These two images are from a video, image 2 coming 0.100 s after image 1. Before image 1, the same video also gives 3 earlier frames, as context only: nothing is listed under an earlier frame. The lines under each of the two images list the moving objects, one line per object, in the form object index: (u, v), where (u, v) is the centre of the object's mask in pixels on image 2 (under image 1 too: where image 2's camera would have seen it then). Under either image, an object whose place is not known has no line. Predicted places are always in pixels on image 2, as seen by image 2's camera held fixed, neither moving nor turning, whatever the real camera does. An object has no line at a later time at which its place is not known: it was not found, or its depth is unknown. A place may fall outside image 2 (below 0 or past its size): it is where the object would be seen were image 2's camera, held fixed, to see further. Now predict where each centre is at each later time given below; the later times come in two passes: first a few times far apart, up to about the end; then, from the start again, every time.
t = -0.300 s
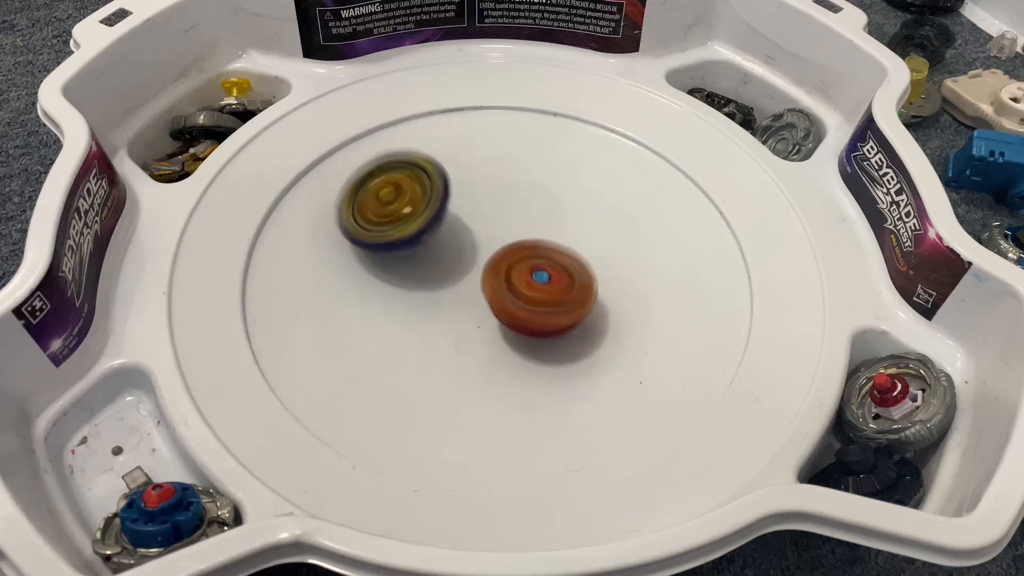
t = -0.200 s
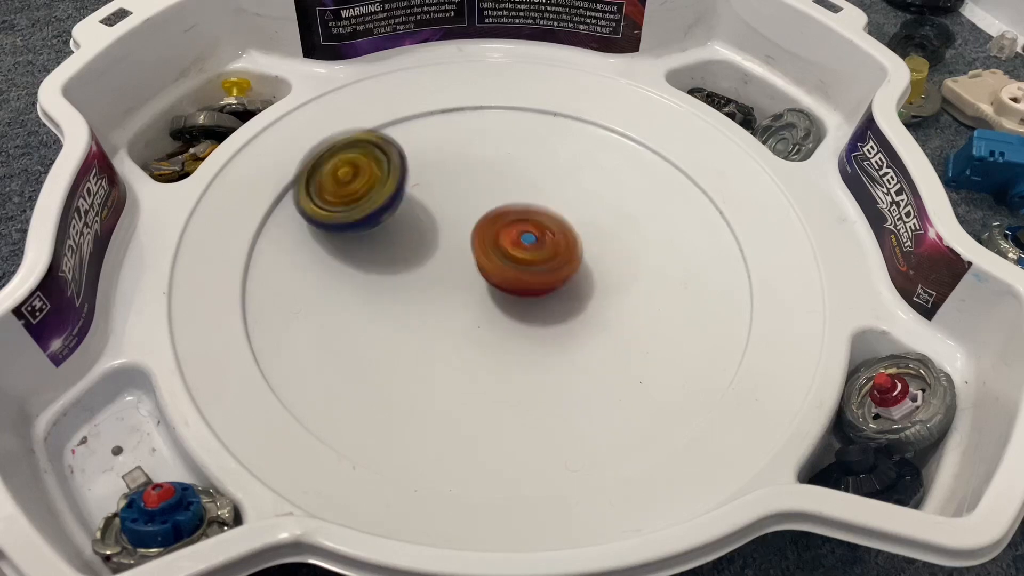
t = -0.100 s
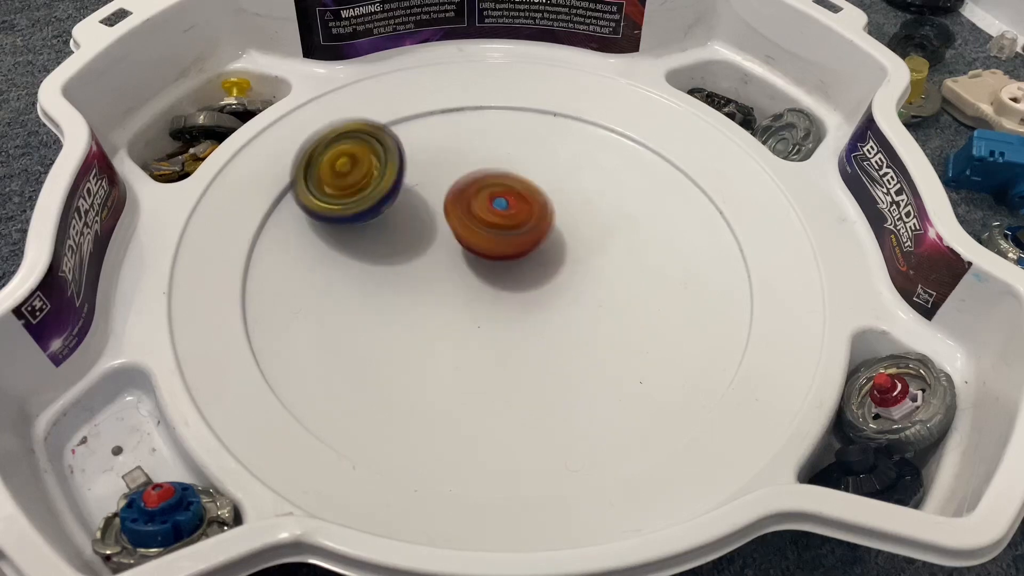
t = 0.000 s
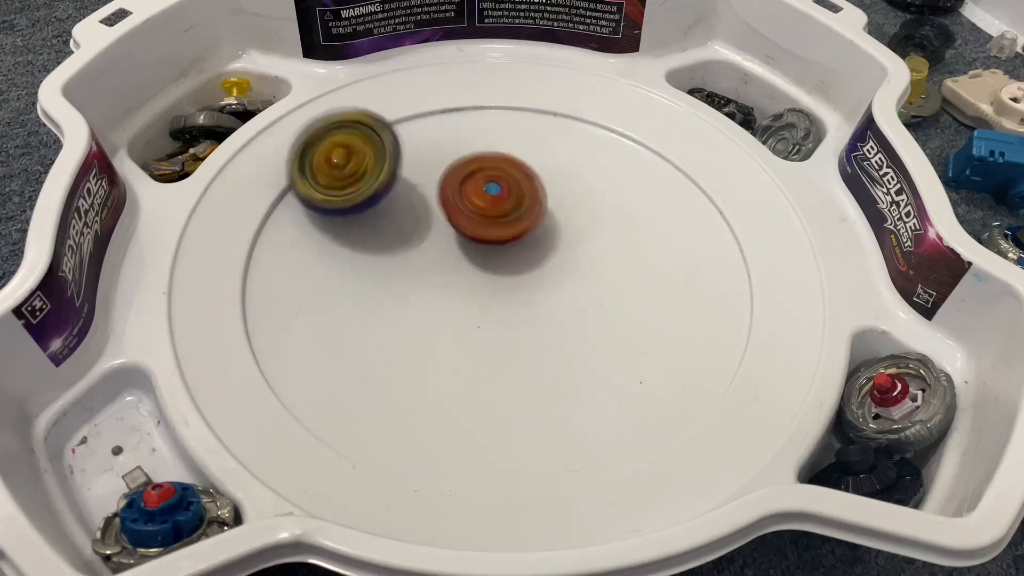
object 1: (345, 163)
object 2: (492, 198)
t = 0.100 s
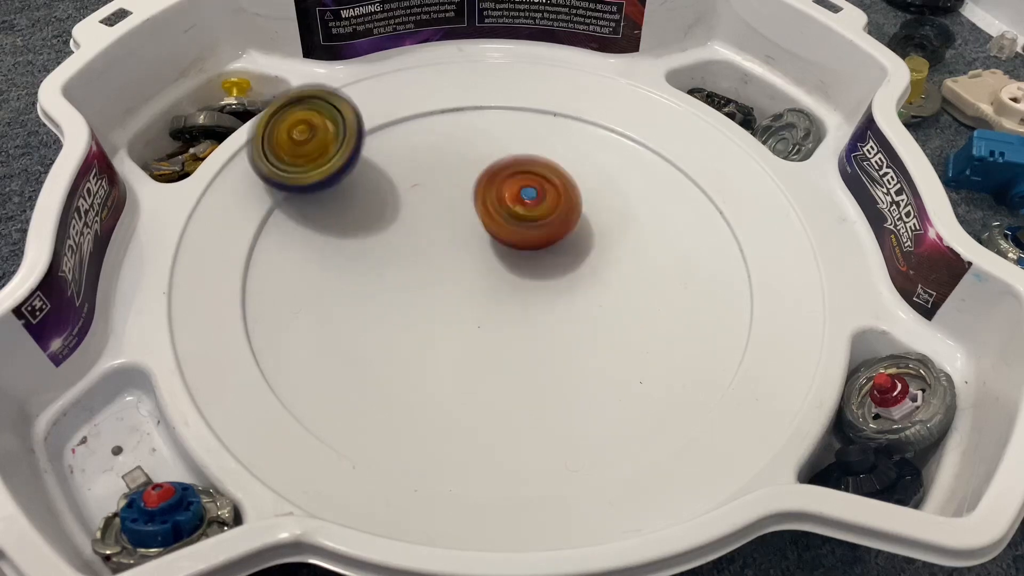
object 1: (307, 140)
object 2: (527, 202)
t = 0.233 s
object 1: (337, 146)
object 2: (541, 190)
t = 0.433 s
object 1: (413, 199)
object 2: (567, 179)
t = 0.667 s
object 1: (366, 266)
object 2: (586, 179)
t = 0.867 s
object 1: (349, 272)
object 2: (569, 225)
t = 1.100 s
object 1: (394, 245)
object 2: (567, 296)
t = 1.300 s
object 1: (431, 236)
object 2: (582, 337)
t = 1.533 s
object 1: (438, 266)
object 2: (579, 337)
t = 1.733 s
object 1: (423, 263)
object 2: (529, 333)
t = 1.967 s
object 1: (446, 212)
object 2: (478, 350)
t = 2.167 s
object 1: (489, 212)
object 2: (446, 343)
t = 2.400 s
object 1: (516, 236)
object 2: (421, 313)
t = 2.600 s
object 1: (529, 245)
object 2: (411, 274)
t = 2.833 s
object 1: (537, 238)
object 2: (402, 237)
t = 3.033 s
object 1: (536, 257)
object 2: (419, 223)
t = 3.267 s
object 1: (536, 276)
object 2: (440, 217)
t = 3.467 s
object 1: (539, 285)
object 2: (442, 215)
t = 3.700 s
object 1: (533, 300)
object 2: (468, 223)
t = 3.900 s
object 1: (538, 316)
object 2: (495, 216)
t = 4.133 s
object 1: (506, 326)
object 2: (521, 205)
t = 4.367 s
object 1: (486, 324)
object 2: (512, 206)
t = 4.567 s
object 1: (477, 321)
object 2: (511, 231)
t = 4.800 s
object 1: (472, 334)
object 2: (526, 236)
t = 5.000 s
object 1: (471, 328)
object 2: (527, 247)
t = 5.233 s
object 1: (456, 328)
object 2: (528, 241)
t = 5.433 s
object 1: (422, 337)
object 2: (536, 226)
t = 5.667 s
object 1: (422, 316)
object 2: (506, 227)
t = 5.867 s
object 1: (417, 310)
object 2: (508, 244)
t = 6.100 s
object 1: (413, 306)
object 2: (524, 249)
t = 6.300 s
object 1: (417, 297)
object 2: (528, 255)
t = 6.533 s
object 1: (417, 287)
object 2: (533, 253)
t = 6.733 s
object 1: (407, 280)
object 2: (548, 244)
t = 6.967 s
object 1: (412, 273)
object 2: (547, 234)
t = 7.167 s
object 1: (407, 276)
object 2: (548, 227)
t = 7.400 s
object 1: (387, 284)
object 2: (538, 240)
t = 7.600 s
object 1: (401, 279)
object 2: (535, 256)
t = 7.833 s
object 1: (395, 269)
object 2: (550, 276)
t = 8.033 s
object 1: (411, 255)
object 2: (542, 280)
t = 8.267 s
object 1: (379, 228)
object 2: (574, 290)
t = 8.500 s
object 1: (383, 217)
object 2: (565, 279)
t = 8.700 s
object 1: (399, 218)
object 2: (514, 272)
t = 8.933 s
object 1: (402, 204)
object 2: (483, 282)
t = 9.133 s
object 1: (407, 189)
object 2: (472, 296)
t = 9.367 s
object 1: (427, 185)
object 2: (476, 302)
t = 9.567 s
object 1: (446, 191)
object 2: (480, 289)
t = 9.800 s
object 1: (458, 176)
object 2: (496, 293)
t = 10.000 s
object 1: (474, 174)
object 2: (505, 291)
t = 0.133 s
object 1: (306, 137)
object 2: (533, 201)
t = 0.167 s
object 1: (312, 139)
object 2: (537, 198)
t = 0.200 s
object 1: (321, 142)
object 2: (540, 195)
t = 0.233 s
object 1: (337, 146)
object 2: (541, 190)
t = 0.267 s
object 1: (356, 152)
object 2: (542, 187)
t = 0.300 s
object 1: (378, 159)
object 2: (540, 184)
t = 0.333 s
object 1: (401, 167)
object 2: (538, 182)
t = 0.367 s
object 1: (425, 175)
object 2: (535, 183)
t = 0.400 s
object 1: (422, 188)
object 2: (551, 179)
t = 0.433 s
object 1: (413, 199)
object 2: (567, 179)
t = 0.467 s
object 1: (404, 213)
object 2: (578, 178)
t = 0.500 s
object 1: (397, 223)
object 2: (583, 177)
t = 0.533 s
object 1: (388, 234)
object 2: (587, 176)
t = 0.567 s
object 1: (383, 246)
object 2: (588, 176)
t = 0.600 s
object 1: (376, 252)
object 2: (588, 176)
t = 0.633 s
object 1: (370, 261)
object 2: (588, 177)
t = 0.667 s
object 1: (366, 266)
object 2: (586, 179)
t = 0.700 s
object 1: (360, 270)
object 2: (584, 183)
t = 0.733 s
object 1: (358, 273)
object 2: (581, 190)
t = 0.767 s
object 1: (355, 274)
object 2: (578, 197)
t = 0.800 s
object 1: (351, 275)
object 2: (575, 206)
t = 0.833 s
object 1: (351, 274)
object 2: (572, 215)
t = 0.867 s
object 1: (349, 272)
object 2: (569, 225)
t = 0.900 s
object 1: (349, 270)
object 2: (568, 235)
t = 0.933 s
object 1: (354, 268)
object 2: (565, 246)
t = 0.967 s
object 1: (359, 263)
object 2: (564, 257)
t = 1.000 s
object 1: (365, 259)
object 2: (564, 268)
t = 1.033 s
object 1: (376, 255)
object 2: (563, 278)
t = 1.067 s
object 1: (385, 250)
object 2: (565, 287)
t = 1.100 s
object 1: (394, 245)
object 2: (567, 296)
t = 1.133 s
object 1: (404, 241)
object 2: (568, 305)
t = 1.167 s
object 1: (413, 238)
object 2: (571, 313)
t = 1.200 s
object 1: (419, 235)
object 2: (574, 320)
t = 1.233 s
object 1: (424, 234)
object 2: (576, 326)
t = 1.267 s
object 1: (429, 234)
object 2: (579, 332)
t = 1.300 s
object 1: (431, 236)
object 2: (582, 337)
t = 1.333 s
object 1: (432, 240)
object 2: (585, 340)
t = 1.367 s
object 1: (434, 245)
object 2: (587, 342)
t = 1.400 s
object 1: (434, 250)
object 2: (589, 343)
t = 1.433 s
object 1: (434, 255)
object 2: (589, 342)
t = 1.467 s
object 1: (435, 259)
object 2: (588, 342)
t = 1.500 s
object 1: (437, 263)
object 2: (584, 340)
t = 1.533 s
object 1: (438, 266)
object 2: (579, 337)
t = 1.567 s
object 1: (439, 271)
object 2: (571, 335)
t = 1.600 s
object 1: (441, 275)
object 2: (561, 332)
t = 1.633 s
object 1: (443, 277)
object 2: (549, 329)
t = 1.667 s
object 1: (435, 273)
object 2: (544, 332)
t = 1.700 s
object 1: (426, 267)
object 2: (539, 334)
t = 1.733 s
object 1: (423, 263)
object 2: (529, 333)
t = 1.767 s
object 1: (424, 261)
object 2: (520, 332)
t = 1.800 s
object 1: (427, 259)
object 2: (509, 332)
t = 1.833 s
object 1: (424, 246)
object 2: (505, 339)
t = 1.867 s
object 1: (426, 234)
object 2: (498, 344)
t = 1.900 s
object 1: (432, 223)
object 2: (492, 347)
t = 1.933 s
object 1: (438, 215)
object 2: (485, 349)
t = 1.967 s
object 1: (446, 212)
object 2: (478, 350)
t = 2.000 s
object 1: (456, 208)
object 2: (472, 351)
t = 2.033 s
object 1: (464, 205)
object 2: (467, 351)
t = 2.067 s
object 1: (469, 204)
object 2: (461, 350)
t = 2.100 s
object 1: (475, 206)
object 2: (456, 349)
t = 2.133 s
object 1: (482, 210)
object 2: (450, 346)
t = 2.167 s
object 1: (489, 212)
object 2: (446, 343)
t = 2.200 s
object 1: (494, 214)
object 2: (440, 339)
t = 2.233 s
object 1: (499, 218)
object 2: (435, 335)
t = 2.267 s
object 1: (504, 223)
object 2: (431, 331)
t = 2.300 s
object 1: (509, 226)
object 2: (429, 327)
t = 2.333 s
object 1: (512, 229)
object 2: (426, 323)
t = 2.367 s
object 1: (514, 232)
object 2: (424, 318)
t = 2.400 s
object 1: (516, 236)
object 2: (421, 313)
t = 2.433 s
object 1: (520, 240)
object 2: (418, 307)
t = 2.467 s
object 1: (524, 242)
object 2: (416, 300)
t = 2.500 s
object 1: (525, 243)
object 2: (414, 293)
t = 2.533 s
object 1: (527, 244)
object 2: (413, 287)
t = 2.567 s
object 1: (528, 245)
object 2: (411, 280)
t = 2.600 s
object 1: (529, 245)
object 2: (411, 274)
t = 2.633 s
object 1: (528, 245)
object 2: (411, 268)
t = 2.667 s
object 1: (526, 243)
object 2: (410, 262)
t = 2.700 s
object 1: (524, 242)
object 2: (410, 256)
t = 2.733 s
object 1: (522, 240)
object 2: (408, 250)
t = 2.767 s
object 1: (520, 239)
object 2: (409, 246)
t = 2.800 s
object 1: (529, 239)
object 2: (404, 242)
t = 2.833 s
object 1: (537, 238)
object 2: (402, 237)
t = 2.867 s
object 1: (540, 240)
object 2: (403, 234)
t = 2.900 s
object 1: (542, 244)
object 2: (404, 231)
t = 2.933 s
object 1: (543, 248)
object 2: (406, 228)
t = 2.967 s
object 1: (541, 252)
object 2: (410, 227)
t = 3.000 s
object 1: (539, 255)
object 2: (414, 225)
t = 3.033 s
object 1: (536, 257)
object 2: (419, 223)
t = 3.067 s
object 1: (535, 261)
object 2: (423, 221)
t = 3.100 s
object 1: (535, 264)
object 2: (426, 219)
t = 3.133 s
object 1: (536, 268)
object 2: (429, 217)
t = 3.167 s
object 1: (539, 271)
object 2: (431, 217)
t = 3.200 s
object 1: (539, 273)
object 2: (433, 217)
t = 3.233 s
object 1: (538, 275)
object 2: (437, 217)
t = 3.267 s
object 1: (536, 276)
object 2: (440, 217)
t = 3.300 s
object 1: (539, 279)
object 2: (438, 214)
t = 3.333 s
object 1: (543, 283)
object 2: (437, 212)
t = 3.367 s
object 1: (546, 284)
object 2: (437, 212)
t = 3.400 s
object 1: (546, 284)
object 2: (439, 212)
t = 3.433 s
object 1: (543, 284)
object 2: (441, 213)
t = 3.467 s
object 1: (539, 285)
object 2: (442, 215)
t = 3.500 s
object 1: (533, 285)
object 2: (445, 217)
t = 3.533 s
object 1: (530, 287)
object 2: (449, 217)
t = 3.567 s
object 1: (533, 293)
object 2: (450, 217)
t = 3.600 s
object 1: (535, 296)
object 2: (452, 218)
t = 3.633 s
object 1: (535, 298)
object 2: (457, 220)
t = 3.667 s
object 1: (534, 299)
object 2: (463, 222)
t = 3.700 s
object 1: (533, 300)
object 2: (468, 223)
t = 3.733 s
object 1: (533, 302)
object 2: (474, 223)
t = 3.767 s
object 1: (538, 306)
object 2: (480, 222)
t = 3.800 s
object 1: (541, 313)
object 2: (483, 219)
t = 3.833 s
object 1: (542, 317)
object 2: (488, 217)
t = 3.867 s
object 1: (541, 317)
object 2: (492, 216)
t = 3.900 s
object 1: (538, 316)
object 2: (495, 216)
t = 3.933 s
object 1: (534, 315)
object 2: (498, 216)
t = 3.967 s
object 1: (529, 312)
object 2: (502, 215)
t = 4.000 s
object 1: (525, 310)
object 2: (506, 216)
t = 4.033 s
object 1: (520, 308)
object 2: (510, 216)
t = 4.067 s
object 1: (515, 306)
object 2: (514, 216)
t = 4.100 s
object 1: (511, 318)
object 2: (518, 211)
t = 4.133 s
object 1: (506, 326)
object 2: (521, 205)
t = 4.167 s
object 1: (503, 330)
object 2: (520, 203)
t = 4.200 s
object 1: (500, 331)
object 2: (519, 201)
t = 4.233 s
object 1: (497, 330)
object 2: (517, 200)
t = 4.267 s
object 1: (494, 329)
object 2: (516, 200)
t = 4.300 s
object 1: (491, 328)
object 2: (515, 202)
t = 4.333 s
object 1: (488, 326)
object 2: (513, 204)
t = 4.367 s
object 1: (486, 324)
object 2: (512, 206)
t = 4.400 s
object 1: (483, 321)
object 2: (510, 210)
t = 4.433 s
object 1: (481, 320)
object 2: (509, 215)
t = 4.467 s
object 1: (480, 318)
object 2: (508, 221)
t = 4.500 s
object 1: (478, 316)
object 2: (508, 226)
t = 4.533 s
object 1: (478, 317)
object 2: (509, 229)
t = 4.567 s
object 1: (477, 321)
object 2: (511, 231)
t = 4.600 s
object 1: (477, 322)
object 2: (513, 234)
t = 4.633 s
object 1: (476, 327)
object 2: (517, 236)
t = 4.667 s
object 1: (475, 332)
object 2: (522, 235)
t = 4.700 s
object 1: (475, 333)
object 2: (524, 235)
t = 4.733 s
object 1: (473, 333)
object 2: (525, 236)
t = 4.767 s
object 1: (472, 334)
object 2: (526, 236)
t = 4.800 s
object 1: (472, 334)
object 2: (526, 236)
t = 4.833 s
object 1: (471, 334)
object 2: (526, 237)
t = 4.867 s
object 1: (471, 333)
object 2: (526, 238)
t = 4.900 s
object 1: (471, 332)
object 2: (526, 240)
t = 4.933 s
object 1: (471, 331)
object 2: (526, 242)
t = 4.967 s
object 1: (471, 330)
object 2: (526, 245)
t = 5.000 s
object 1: (471, 328)
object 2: (527, 247)
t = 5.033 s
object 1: (464, 335)
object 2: (531, 245)
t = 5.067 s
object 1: (459, 340)
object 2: (534, 242)
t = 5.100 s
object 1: (457, 340)
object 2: (535, 241)
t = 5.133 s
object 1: (457, 339)
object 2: (535, 240)
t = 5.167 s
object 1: (456, 335)
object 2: (533, 239)
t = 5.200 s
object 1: (456, 332)
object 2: (531, 240)
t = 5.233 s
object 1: (456, 328)
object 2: (528, 241)
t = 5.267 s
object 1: (454, 324)
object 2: (524, 243)
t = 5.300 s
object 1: (454, 320)
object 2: (523, 245)
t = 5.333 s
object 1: (445, 323)
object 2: (527, 241)
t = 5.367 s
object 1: (433, 332)
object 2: (534, 234)
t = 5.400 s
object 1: (425, 336)
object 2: (537, 229)
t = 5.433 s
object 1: (422, 337)
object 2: (536, 226)
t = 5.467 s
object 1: (421, 335)
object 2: (533, 224)
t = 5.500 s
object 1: (420, 332)
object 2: (530, 222)
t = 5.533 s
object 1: (419, 329)
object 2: (526, 221)
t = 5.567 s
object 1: (419, 326)
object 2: (521, 221)
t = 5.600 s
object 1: (420, 322)
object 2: (516, 222)
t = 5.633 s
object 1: (421, 318)
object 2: (511, 224)
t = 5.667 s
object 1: (422, 316)
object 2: (506, 227)
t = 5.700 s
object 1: (424, 312)
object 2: (501, 231)
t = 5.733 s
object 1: (425, 309)
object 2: (498, 235)
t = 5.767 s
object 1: (425, 308)
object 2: (498, 238)
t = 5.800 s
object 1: (420, 309)
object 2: (501, 241)
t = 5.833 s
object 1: (421, 308)
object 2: (503, 244)
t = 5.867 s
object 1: (417, 310)
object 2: (508, 244)
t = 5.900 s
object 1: (413, 313)
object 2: (512, 244)
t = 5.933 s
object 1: (413, 312)
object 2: (516, 245)
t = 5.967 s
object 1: (412, 311)
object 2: (518, 246)
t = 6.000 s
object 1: (411, 310)
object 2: (520, 247)
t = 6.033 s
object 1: (411, 308)
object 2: (522, 248)
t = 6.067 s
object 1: (413, 307)
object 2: (524, 249)
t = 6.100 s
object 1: (413, 306)
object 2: (524, 249)
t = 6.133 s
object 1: (413, 304)
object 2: (525, 250)
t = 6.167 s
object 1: (416, 302)
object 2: (525, 251)
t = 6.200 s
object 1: (417, 301)
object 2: (525, 252)
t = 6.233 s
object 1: (418, 298)
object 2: (524, 253)
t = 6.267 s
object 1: (419, 296)
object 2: (526, 254)
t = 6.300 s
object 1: (417, 297)
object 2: (528, 255)
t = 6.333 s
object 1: (418, 295)
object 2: (529, 255)
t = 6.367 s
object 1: (420, 293)
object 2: (529, 255)
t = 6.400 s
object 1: (419, 292)
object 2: (530, 255)
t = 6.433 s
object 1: (420, 290)
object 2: (530, 254)
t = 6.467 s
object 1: (417, 289)
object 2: (532, 254)
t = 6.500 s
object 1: (416, 288)
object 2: (533, 253)
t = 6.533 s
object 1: (417, 287)
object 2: (533, 253)
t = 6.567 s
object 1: (417, 285)
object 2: (533, 253)
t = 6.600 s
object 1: (420, 282)
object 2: (533, 253)
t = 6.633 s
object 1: (416, 281)
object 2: (536, 251)
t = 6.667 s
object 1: (408, 280)
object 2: (542, 249)
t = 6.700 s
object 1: (406, 281)
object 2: (546, 246)
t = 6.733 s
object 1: (407, 280)
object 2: (548, 244)
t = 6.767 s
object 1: (411, 280)
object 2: (548, 242)
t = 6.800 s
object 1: (414, 279)
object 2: (548, 240)
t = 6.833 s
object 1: (418, 276)
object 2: (546, 239)
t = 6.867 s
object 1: (420, 274)
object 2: (543, 239)
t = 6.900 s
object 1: (424, 272)
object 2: (540, 238)
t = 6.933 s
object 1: (425, 272)
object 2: (540, 238)
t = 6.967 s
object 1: (412, 273)
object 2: (547, 234)
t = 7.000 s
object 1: (406, 275)
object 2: (549, 231)
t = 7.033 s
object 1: (407, 276)
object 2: (551, 230)
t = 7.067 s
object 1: (406, 276)
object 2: (552, 228)
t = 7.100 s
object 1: (405, 276)
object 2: (552, 227)
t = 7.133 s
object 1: (405, 276)
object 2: (550, 226)
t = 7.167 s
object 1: (407, 276)
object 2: (548, 227)
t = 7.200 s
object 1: (409, 276)
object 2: (544, 228)
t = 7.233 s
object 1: (410, 277)
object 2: (539, 230)
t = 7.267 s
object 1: (412, 277)
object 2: (533, 233)
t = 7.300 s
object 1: (413, 276)
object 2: (527, 237)
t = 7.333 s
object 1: (415, 276)
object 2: (525, 240)
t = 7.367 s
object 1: (398, 281)
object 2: (534, 239)
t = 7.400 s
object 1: (387, 284)
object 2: (538, 240)
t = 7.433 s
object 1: (383, 286)
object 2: (539, 242)
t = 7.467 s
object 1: (385, 287)
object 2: (538, 244)
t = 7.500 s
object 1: (389, 284)
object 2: (538, 247)
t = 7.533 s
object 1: (393, 283)
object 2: (538, 249)
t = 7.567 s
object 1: (397, 281)
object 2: (536, 252)
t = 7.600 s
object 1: (401, 279)
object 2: (535, 256)
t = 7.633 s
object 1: (403, 277)
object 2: (534, 260)
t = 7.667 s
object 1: (409, 276)
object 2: (532, 264)
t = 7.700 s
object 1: (408, 274)
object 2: (534, 268)
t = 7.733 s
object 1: (396, 273)
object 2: (543, 270)
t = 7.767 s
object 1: (392, 271)
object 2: (547, 273)
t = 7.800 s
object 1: (393, 270)
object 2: (549, 275)
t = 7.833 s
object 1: (395, 269)
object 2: (550, 276)
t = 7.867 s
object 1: (398, 266)
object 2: (550, 277)
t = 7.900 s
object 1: (401, 264)
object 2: (550, 278)
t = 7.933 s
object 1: (403, 262)
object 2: (549, 279)
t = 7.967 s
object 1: (405, 260)
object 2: (547, 279)
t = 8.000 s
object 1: (409, 257)
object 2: (545, 279)
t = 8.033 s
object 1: (411, 255)
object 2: (542, 280)
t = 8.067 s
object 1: (414, 254)
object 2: (540, 281)
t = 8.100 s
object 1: (419, 251)
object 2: (535, 282)
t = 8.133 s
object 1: (404, 243)
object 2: (546, 287)
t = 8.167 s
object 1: (388, 237)
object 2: (558, 290)
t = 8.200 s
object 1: (380, 233)
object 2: (565, 292)
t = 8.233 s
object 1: (379, 230)
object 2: (572, 291)
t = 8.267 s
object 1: (379, 228)
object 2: (574, 290)
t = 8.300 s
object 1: (378, 225)
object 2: (577, 289)
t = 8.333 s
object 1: (378, 222)
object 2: (577, 287)
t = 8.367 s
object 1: (380, 220)
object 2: (578, 287)
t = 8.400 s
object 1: (379, 220)
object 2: (577, 285)
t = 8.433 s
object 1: (379, 218)
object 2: (574, 283)
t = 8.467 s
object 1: (381, 217)
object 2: (571, 281)
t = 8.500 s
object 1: (383, 217)
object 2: (565, 279)
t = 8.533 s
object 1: (384, 216)
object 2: (558, 276)
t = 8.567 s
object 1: (386, 216)
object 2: (549, 274)
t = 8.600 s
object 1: (389, 216)
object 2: (541, 273)
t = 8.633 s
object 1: (392, 218)
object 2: (531, 272)
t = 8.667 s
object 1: (394, 218)
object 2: (524, 272)
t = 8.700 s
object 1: (399, 218)
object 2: (514, 272)
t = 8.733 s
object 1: (403, 218)
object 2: (506, 272)
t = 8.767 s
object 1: (395, 212)
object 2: (504, 275)
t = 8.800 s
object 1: (389, 208)
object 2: (502, 278)
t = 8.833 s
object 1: (391, 207)
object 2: (497, 279)
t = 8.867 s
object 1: (395, 208)
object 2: (493, 281)
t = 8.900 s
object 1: (398, 206)
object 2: (487, 281)
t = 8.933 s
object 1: (402, 204)
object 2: (483, 282)
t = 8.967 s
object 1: (405, 204)
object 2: (477, 282)
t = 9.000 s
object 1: (405, 203)
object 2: (474, 283)
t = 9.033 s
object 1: (403, 197)
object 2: (473, 287)
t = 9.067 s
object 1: (402, 193)
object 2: (473, 291)
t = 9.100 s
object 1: (404, 191)
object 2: (472, 294)
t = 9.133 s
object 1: (407, 189)
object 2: (472, 296)
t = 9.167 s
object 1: (411, 187)
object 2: (471, 298)
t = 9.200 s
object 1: (414, 187)
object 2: (472, 300)
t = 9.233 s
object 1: (417, 186)
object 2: (472, 302)
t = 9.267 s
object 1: (420, 185)
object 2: (472, 302)
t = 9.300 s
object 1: (422, 185)
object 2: (474, 303)
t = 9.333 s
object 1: (425, 184)
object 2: (474, 302)
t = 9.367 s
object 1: (427, 185)
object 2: (476, 302)
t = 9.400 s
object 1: (430, 185)
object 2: (475, 301)
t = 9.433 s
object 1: (433, 186)
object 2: (478, 299)
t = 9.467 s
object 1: (436, 187)
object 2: (479, 298)
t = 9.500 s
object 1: (439, 189)
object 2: (479, 295)
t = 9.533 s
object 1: (442, 190)
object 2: (480, 293)
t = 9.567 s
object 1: (446, 191)
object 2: (480, 289)
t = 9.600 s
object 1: (449, 192)
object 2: (482, 286)
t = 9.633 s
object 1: (448, 187)
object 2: (482, 287)
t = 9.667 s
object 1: (448, 180)
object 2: (486, 290)
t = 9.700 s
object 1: (448, 177)
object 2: (488, 291)
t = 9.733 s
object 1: (451, 176)
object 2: (491, 291)
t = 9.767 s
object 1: (456, 176)
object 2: (493, 293)
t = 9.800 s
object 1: (458, 176)
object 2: (496, 293)
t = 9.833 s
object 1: (461, 175)
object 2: (499, 294)
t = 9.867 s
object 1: (464, 175)
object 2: (499, 293)
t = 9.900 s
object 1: (466, 175)
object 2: (502, 292)
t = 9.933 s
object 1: (470, 174)
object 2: (503, 292)
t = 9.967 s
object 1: (472, 174)
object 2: (503, 291)
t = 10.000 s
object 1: (474, 174)
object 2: (505, 291)
